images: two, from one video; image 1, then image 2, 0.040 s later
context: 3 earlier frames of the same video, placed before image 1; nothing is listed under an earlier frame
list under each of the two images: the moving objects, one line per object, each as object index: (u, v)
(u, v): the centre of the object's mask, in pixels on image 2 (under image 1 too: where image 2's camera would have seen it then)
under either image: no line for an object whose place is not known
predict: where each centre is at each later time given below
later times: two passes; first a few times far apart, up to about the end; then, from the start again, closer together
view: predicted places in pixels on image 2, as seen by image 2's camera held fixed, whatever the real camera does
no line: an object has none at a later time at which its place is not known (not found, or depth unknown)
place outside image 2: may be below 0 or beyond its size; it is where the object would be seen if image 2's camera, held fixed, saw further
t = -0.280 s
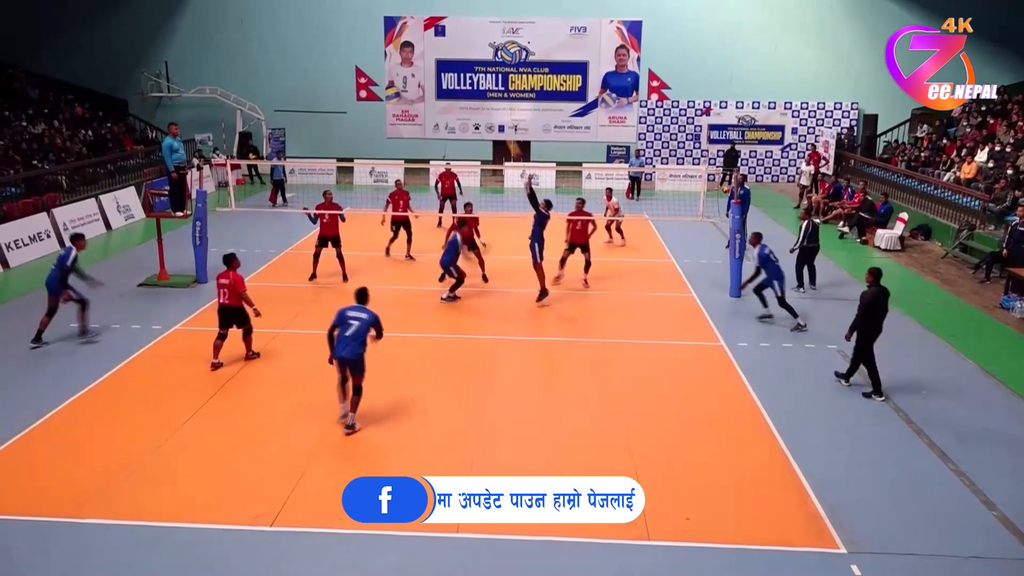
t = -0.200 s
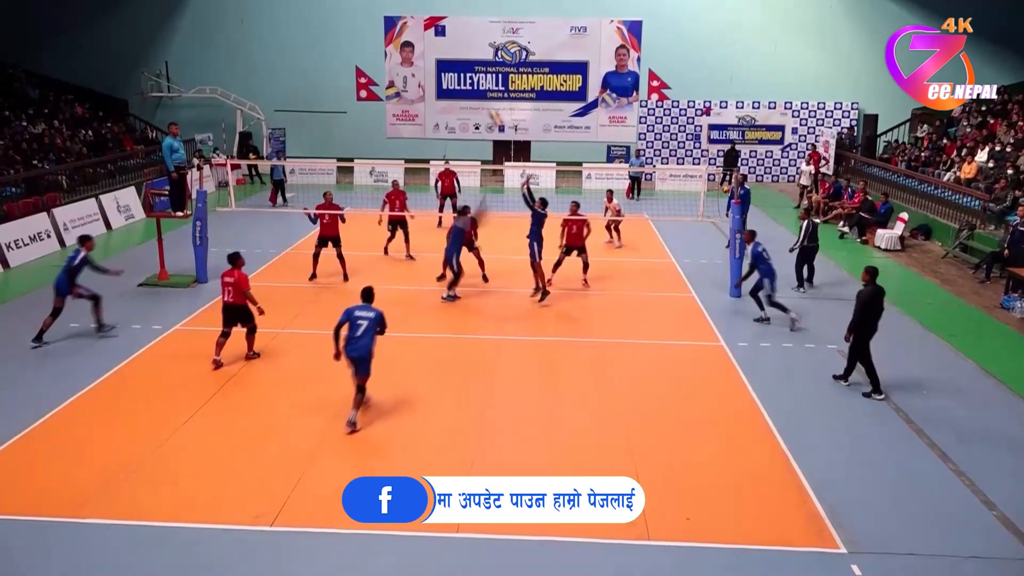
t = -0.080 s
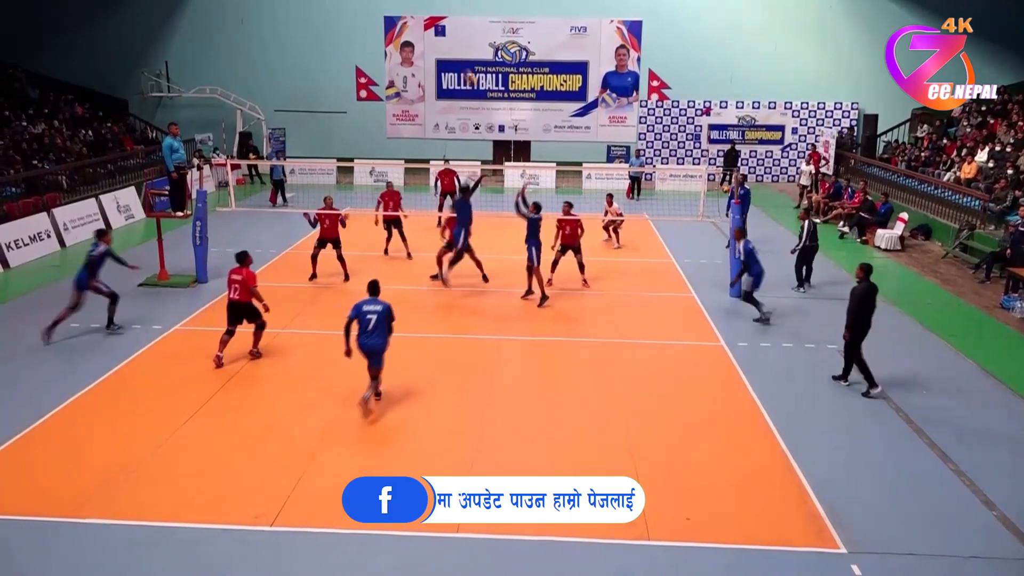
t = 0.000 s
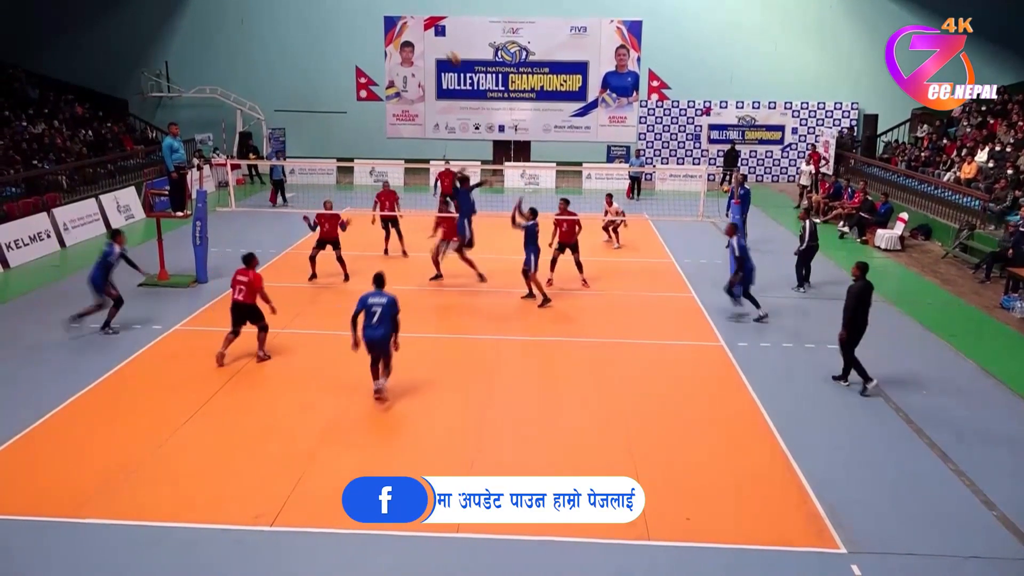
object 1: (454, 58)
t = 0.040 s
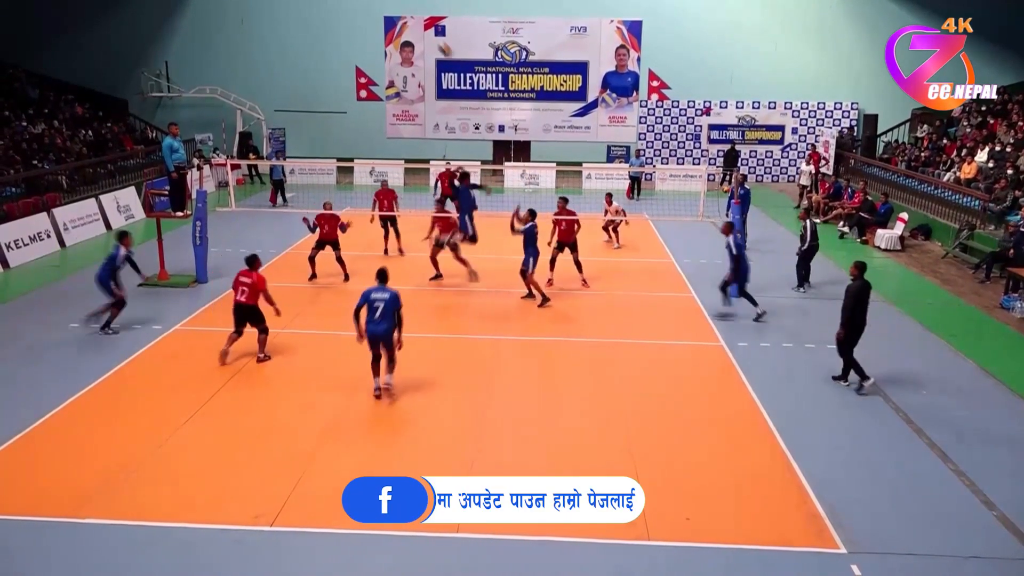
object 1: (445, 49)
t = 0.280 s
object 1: (397, 15)
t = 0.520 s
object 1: (349, 15)
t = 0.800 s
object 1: (300, 56)
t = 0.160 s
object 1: (420, 28)
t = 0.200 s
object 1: (412, 23)
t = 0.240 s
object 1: (405, 19)
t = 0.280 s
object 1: (397, 15)
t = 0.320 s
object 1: (388, 12)
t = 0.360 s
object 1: (381, 11)
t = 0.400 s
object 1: (373, 10)
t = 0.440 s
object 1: (365, 11)
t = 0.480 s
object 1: (357, 13)
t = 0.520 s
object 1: (349, 15)
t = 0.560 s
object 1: (342, 18)
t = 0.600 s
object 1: (335, 22)
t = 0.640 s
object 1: (327, 27)
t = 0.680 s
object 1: (320, 33)
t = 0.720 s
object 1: (314, 39)
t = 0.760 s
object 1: (306, 47)
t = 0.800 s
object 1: (300, 56)
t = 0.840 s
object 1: (293, 65)
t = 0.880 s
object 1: (287, 75)
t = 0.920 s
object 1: (281, 86)
